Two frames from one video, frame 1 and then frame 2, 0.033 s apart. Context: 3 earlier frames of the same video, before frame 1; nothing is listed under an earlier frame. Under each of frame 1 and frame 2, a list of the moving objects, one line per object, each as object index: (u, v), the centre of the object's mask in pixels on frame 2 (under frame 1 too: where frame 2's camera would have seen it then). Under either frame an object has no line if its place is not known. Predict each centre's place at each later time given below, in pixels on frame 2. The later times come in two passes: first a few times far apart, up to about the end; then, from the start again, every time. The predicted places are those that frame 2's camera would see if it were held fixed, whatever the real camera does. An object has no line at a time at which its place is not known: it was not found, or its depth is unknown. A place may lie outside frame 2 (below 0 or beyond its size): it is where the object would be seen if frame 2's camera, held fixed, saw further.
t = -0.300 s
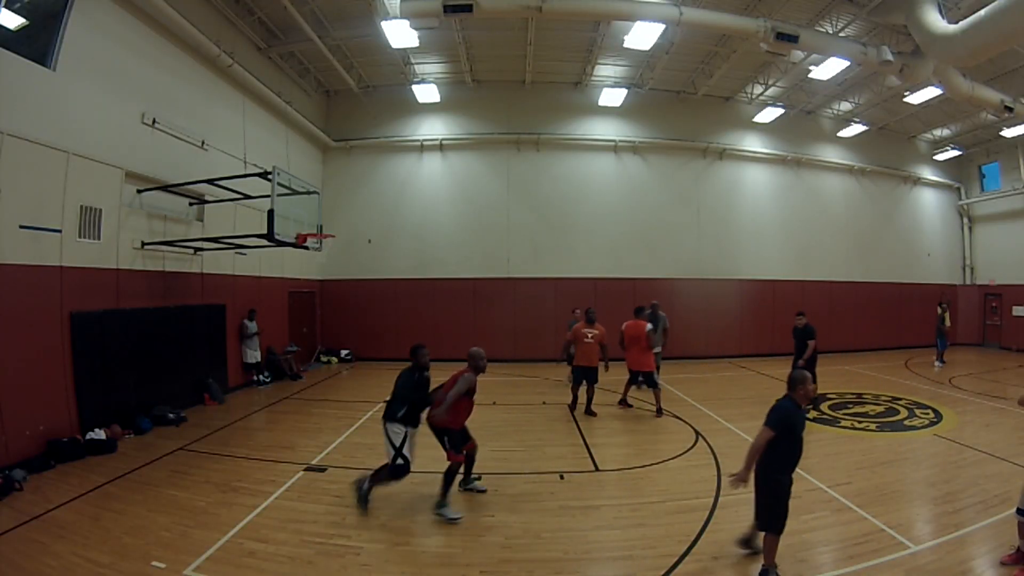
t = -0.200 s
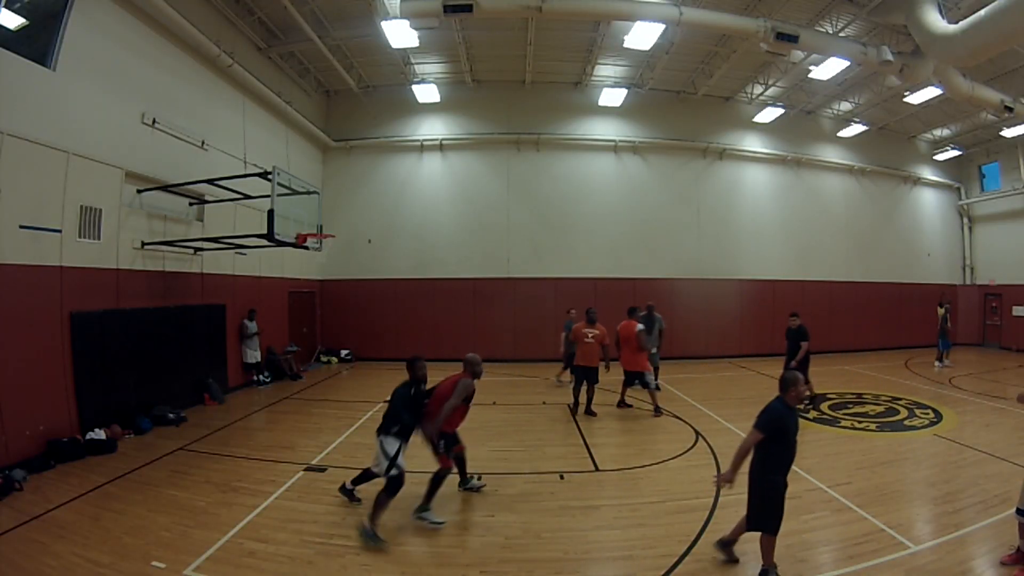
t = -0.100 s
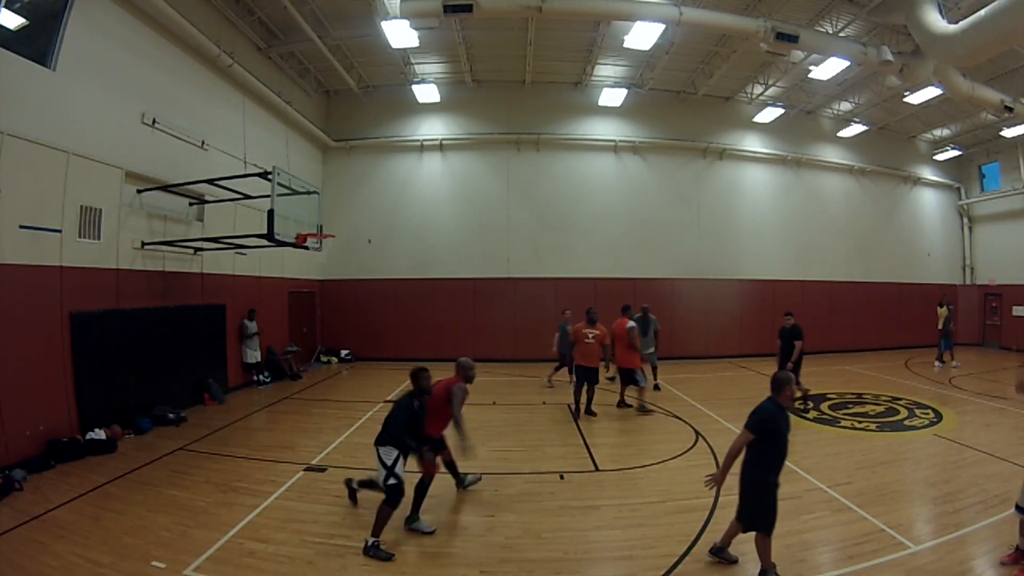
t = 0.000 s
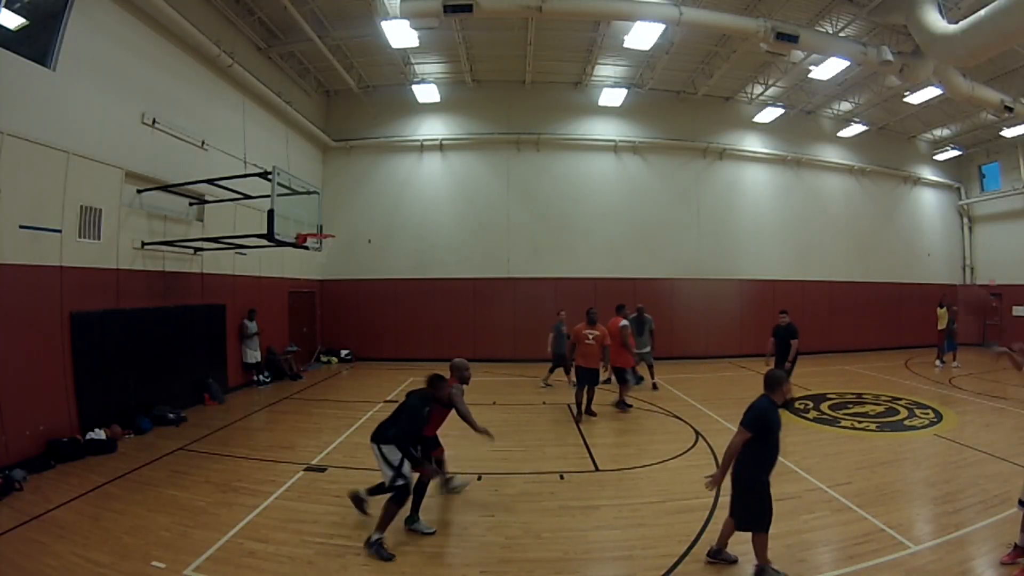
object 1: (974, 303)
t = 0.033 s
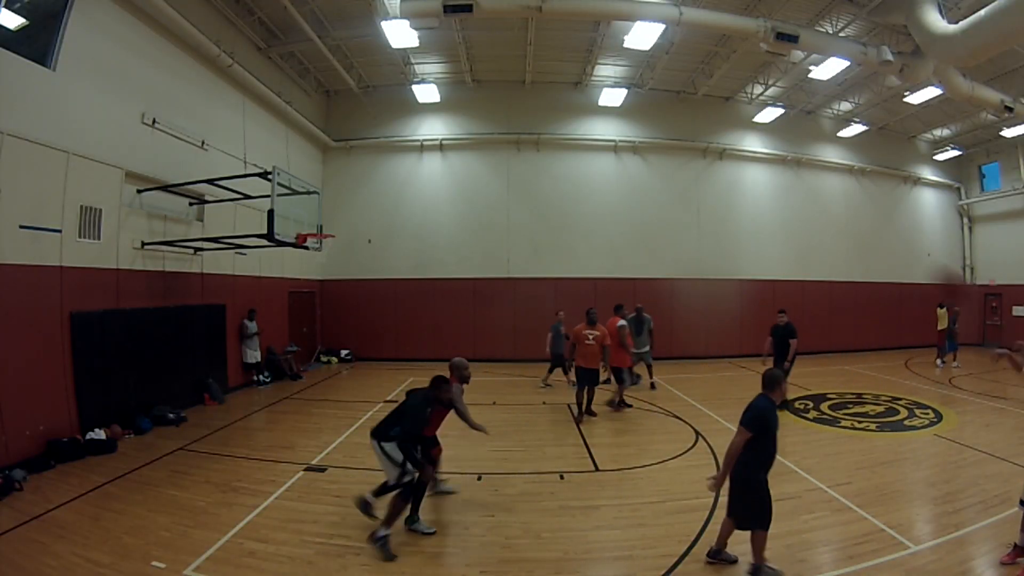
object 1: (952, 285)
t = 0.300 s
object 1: (741, 201)
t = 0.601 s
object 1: (554, 219)
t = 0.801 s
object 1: (467, 269)
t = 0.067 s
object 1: (924, 267)
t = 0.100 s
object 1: (901, 255)
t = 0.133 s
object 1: (874, 241)
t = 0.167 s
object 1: (847, 230)
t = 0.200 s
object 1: (820, 220)
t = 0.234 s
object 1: (792, 212)
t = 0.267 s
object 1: (767, 205)
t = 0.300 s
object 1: (741, 201)
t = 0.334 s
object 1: (718, 198)
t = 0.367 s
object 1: (694, 196)
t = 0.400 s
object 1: (672, 196)
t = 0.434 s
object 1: (650, 197)
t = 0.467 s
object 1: (628, 200)
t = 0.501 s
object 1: (608, 203)
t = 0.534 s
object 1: (590, 207)
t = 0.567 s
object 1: (571, 212)
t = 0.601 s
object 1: (554, 219)
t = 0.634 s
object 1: (537, 226)
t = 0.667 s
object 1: (522, 234)
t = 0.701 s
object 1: (507, 242)
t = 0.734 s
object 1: (493, 251)
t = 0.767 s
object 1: (479, 260)
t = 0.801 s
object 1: (467, 269)
